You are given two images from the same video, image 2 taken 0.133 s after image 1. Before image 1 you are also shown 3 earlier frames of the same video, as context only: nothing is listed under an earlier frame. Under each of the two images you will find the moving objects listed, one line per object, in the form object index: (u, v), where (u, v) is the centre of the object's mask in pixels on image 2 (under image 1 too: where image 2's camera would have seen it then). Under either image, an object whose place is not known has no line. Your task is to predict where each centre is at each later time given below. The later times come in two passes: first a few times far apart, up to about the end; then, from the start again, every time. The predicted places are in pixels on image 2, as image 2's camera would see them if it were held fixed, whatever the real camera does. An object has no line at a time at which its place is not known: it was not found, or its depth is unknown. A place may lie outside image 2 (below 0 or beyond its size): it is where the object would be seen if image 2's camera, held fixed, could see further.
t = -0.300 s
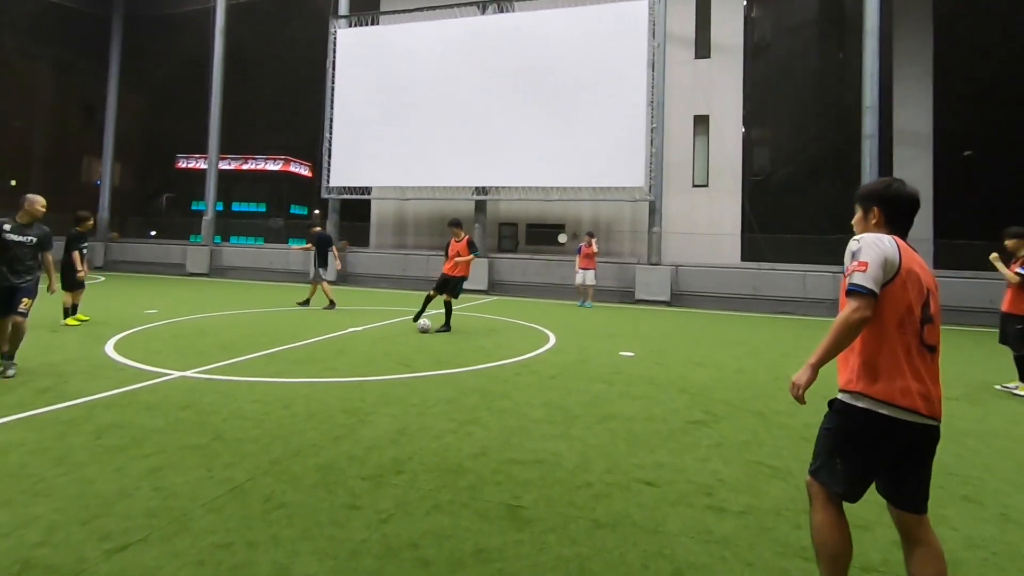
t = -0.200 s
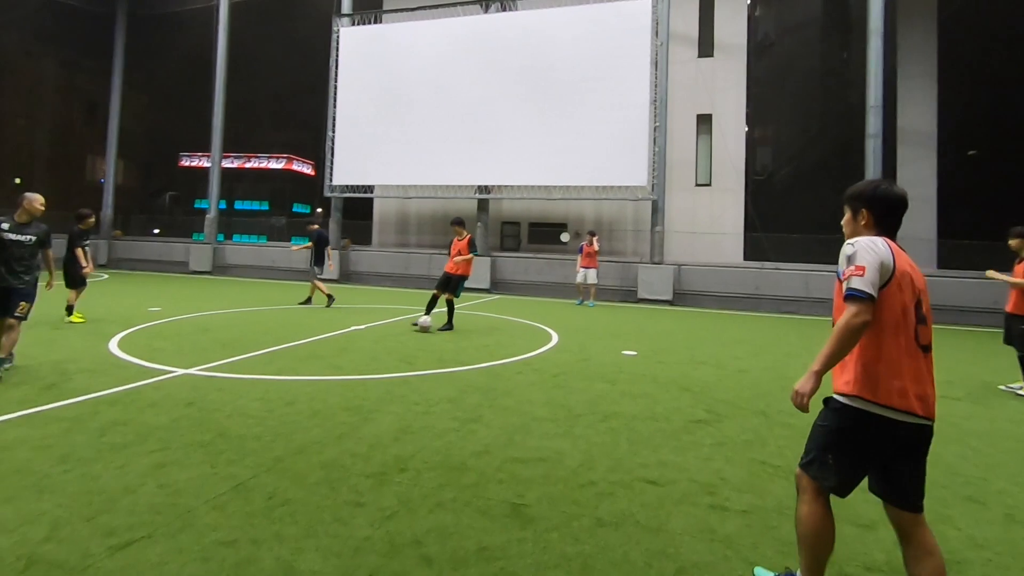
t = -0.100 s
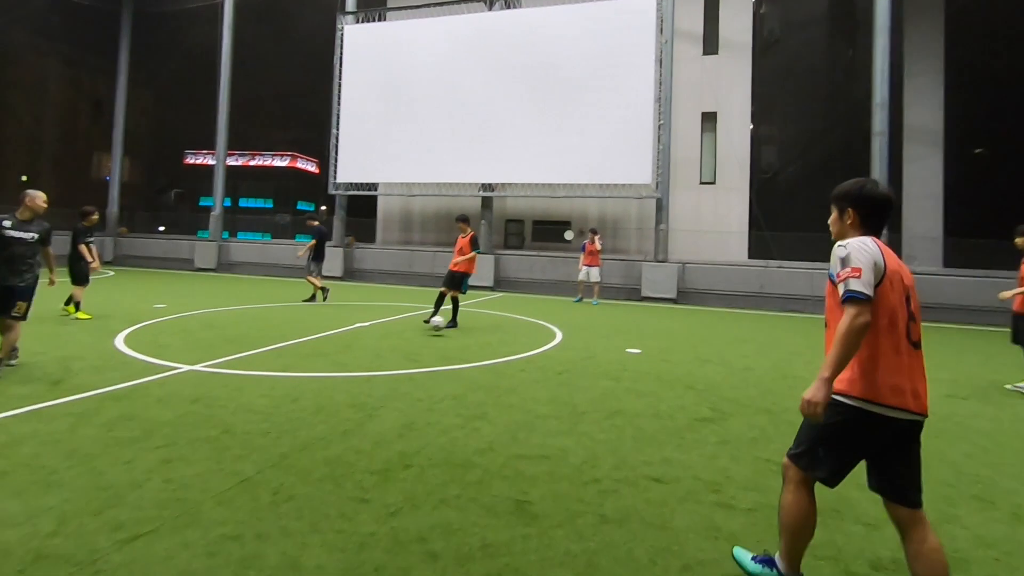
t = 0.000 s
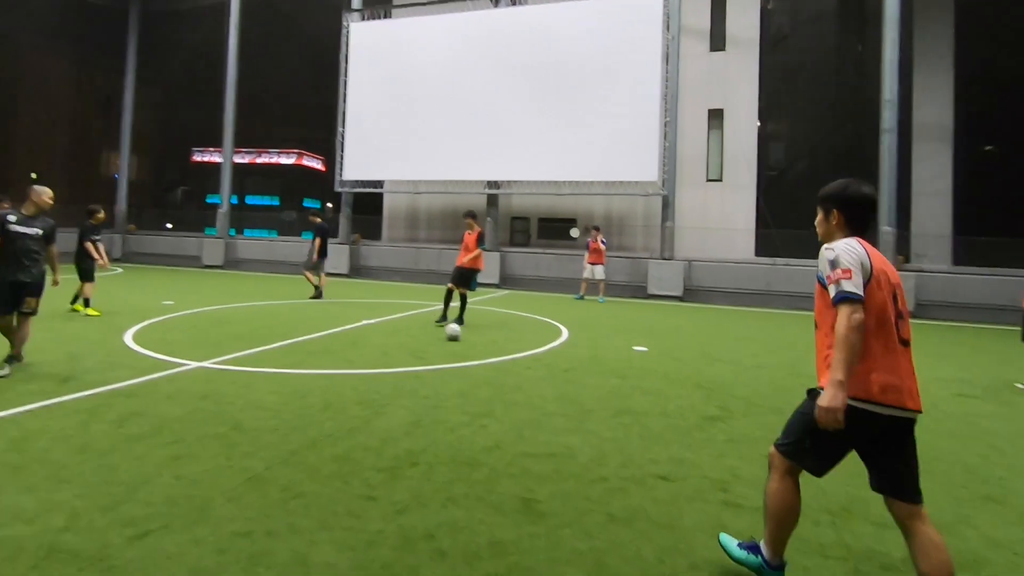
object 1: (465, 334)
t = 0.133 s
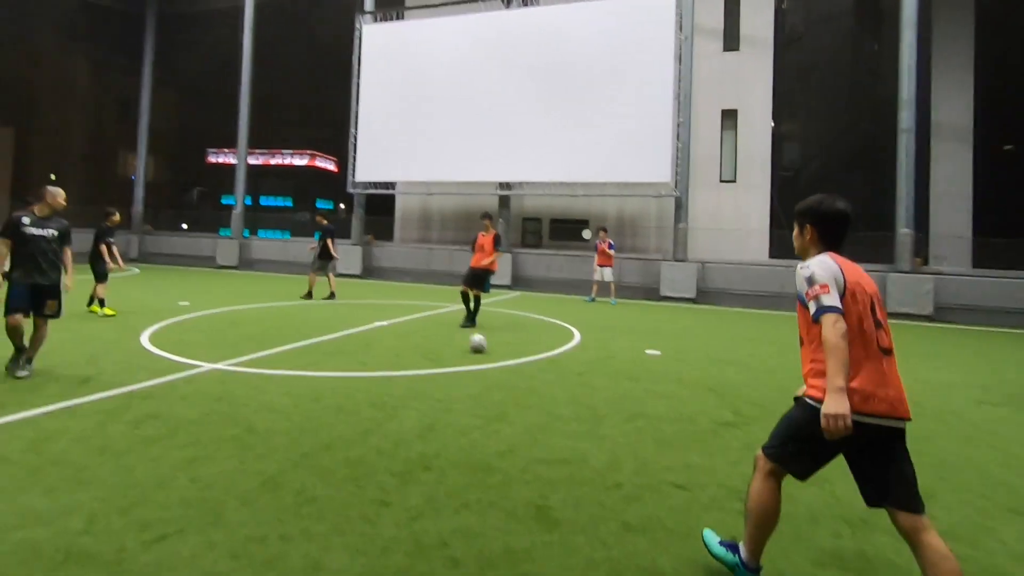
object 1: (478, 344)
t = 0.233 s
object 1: (487, 350)
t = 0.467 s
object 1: (508, 366)
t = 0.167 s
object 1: (481, 345)
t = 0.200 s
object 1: (484, 348)
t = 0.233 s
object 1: (487, 350)
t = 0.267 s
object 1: (490, 352)
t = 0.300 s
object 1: (493, 354)
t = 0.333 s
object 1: (497, 357)
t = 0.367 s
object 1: (499, 359)
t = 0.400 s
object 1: (502, 362)
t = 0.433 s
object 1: (505, 363)
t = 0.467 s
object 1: (508, 366)
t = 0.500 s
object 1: (510, 368)
